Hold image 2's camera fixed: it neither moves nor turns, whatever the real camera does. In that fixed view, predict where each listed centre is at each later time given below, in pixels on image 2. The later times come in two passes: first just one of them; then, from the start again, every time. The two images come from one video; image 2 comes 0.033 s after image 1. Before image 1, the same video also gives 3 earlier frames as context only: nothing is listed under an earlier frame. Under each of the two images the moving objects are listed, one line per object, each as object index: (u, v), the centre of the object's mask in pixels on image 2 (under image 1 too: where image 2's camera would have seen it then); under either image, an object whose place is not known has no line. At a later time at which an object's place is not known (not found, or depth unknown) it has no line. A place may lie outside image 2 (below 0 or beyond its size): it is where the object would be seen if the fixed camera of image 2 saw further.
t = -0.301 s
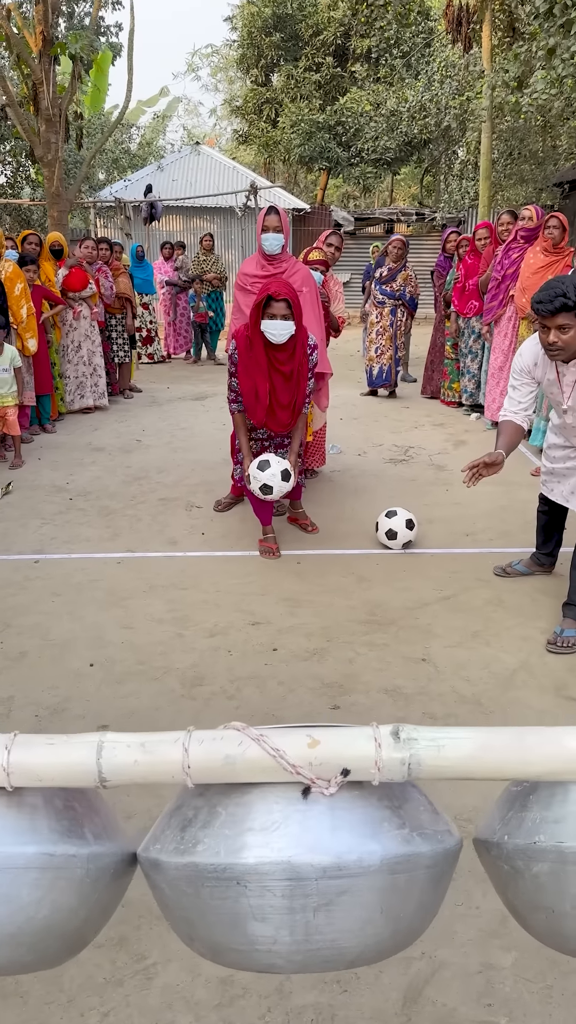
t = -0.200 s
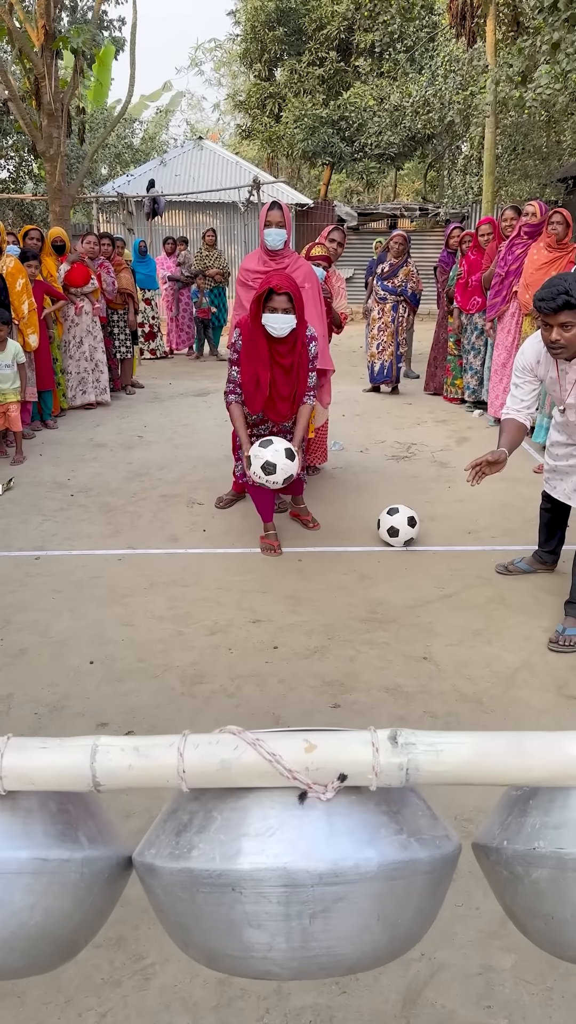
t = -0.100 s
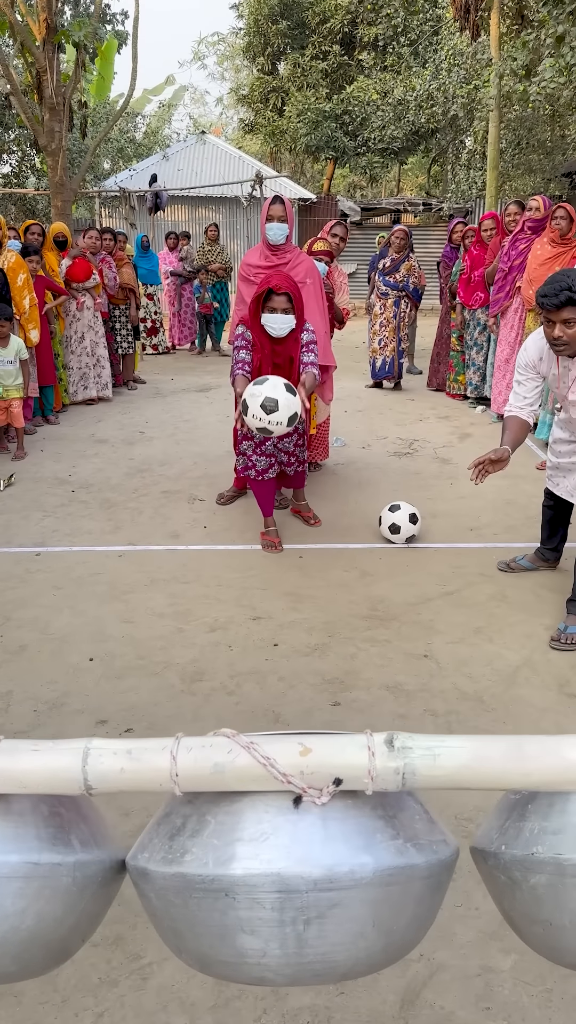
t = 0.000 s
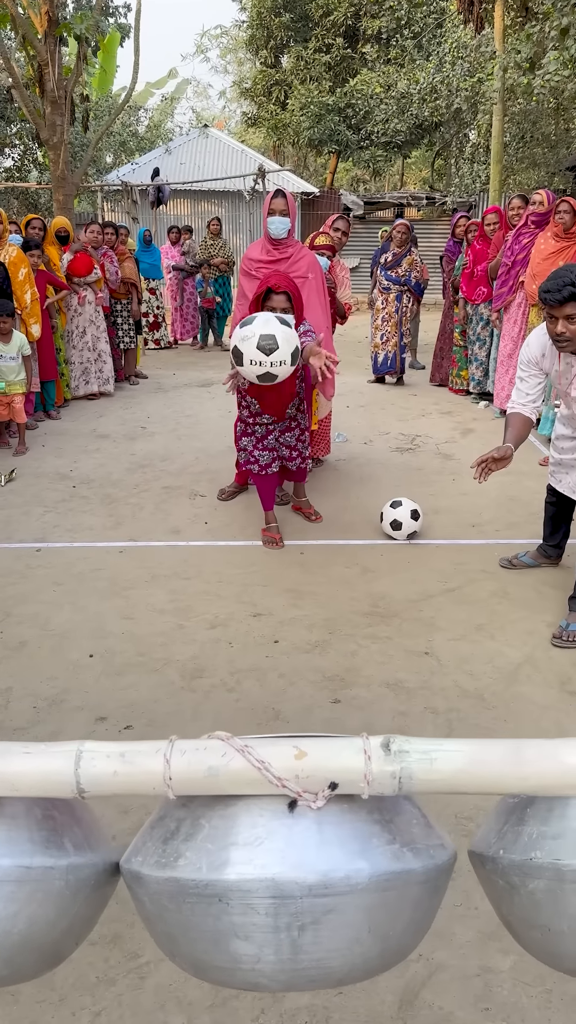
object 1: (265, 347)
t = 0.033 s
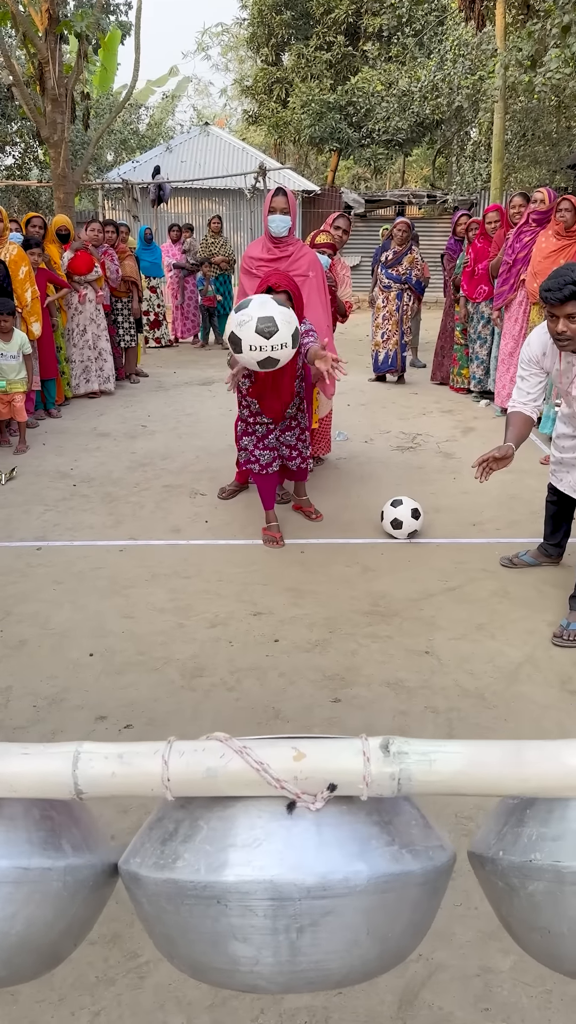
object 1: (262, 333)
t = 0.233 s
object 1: (239, 321)
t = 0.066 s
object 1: (259, 321)
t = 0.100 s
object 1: (256, 312)
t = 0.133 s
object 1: (253, 307)
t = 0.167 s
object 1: (249, 307)
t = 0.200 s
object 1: (244, 311)
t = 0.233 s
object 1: (239, 321)
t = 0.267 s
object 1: (234, 338)
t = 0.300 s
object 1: (229, 362)
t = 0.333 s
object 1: (223, 396)
